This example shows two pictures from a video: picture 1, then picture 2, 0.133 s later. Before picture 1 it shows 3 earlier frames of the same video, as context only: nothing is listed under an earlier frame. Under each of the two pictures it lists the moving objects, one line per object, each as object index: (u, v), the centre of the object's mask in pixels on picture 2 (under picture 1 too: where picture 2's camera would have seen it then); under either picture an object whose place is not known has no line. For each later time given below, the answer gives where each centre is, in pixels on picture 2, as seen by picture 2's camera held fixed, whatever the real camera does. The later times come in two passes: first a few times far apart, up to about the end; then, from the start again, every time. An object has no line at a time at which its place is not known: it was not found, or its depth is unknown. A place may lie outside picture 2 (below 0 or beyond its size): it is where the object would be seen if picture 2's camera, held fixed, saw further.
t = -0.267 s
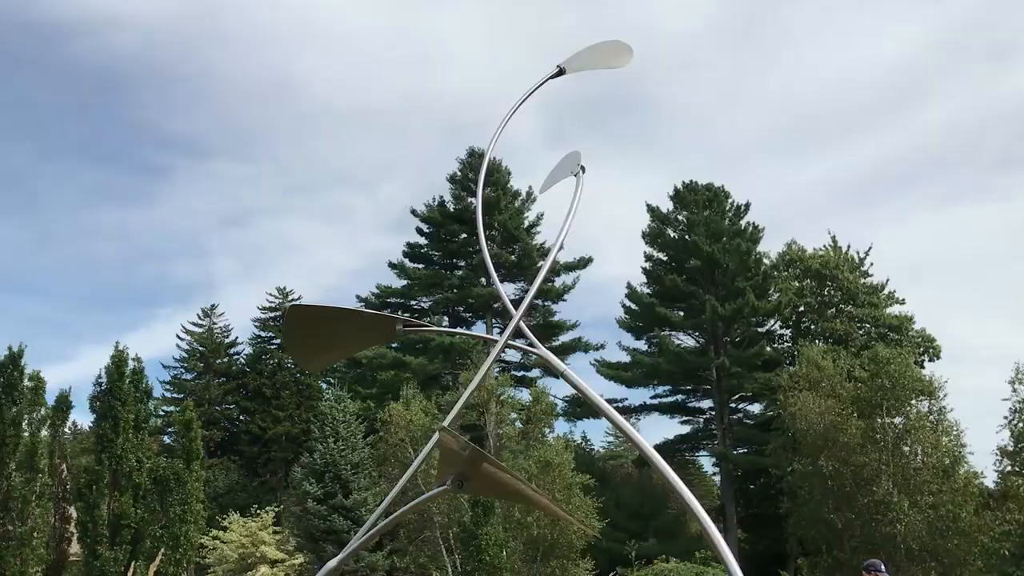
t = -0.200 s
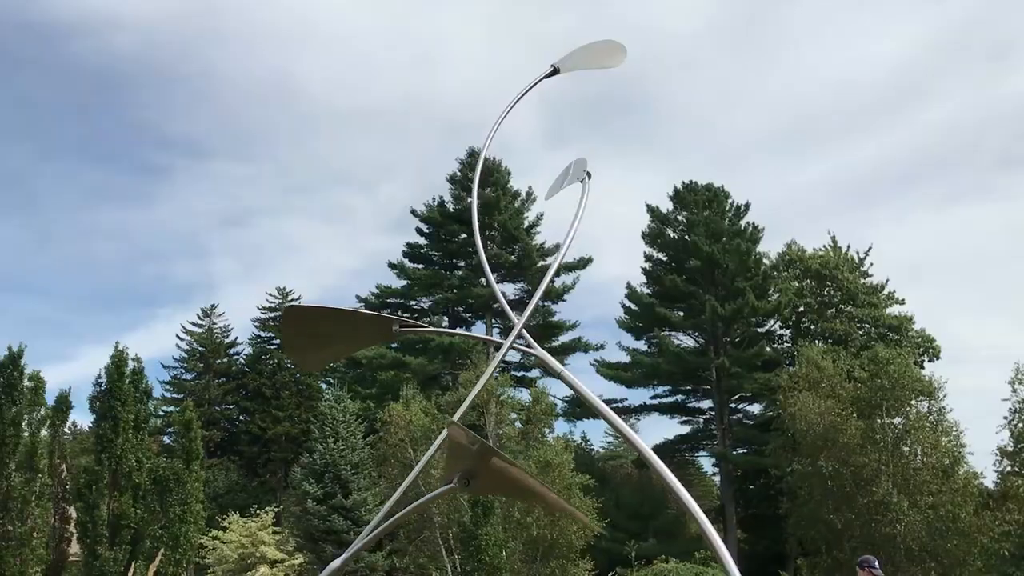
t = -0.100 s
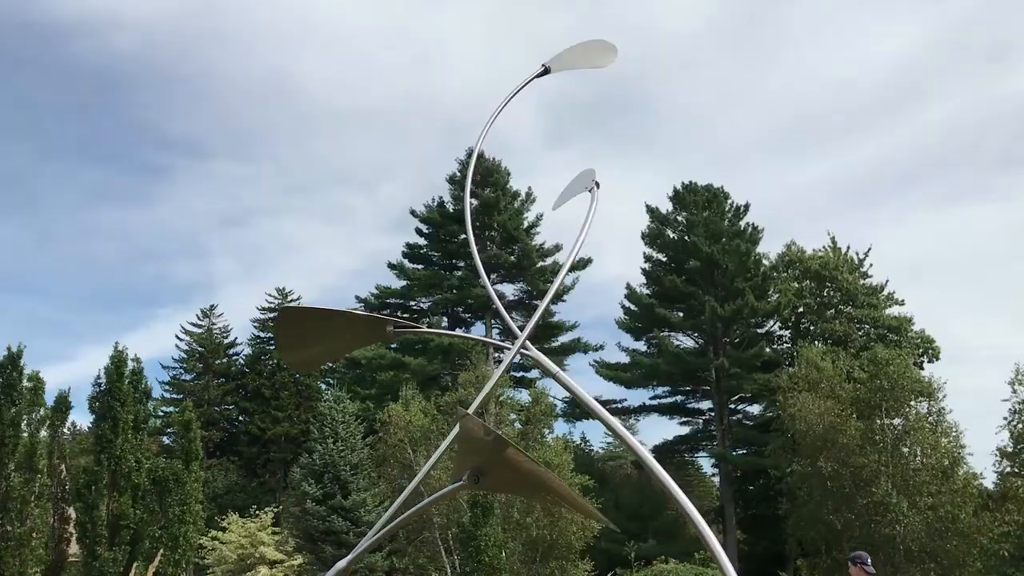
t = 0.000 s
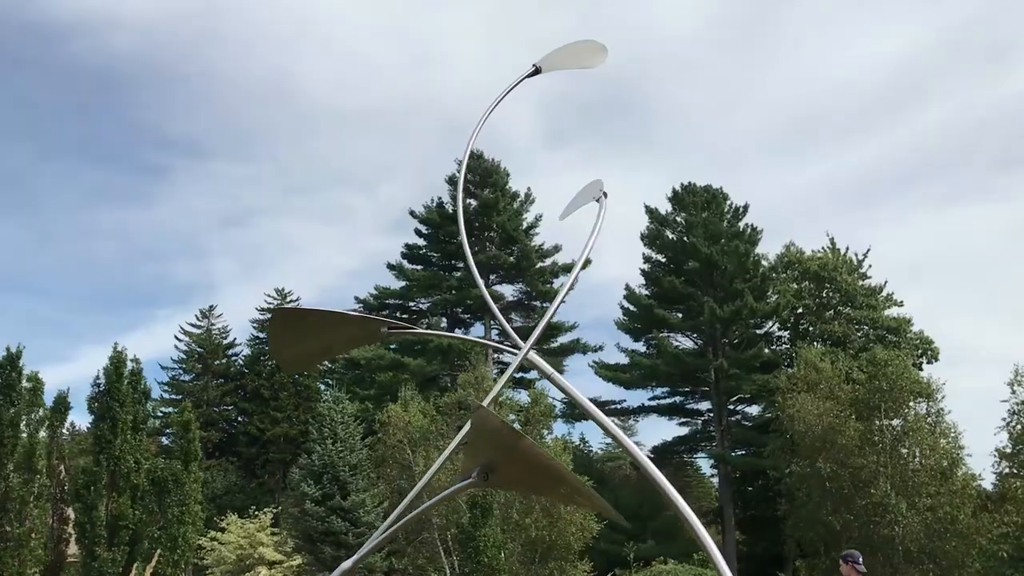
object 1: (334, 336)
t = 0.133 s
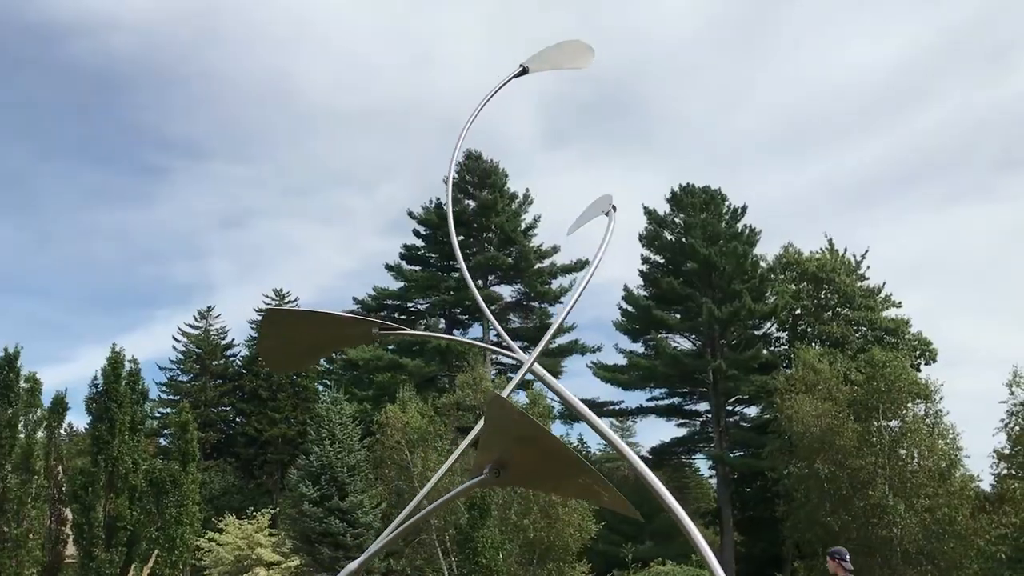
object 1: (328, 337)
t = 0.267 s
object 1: (319, 336)
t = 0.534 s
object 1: (304, 336)
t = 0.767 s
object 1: (292, 335)
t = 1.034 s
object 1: (277, 334)
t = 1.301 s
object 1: (261, 331)
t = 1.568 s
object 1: (249, 328)
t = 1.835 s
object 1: (238, 325)
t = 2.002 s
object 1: (232, 322)
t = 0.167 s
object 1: (327, 336)
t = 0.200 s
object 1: (325, 336)
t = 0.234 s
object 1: (323, 336)
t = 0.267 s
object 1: (319, 336)
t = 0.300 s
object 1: (313, 336)
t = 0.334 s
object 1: (316, 337)
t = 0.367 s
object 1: (313, 336)
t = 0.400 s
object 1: (312, 336)
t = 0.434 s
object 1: (310, 336)
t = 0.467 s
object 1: (308, 336)
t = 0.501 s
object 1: (305, 336)
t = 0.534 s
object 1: (304, 336)
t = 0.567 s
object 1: (302, 336)
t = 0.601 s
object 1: (301, 336)
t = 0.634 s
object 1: (297, 336)
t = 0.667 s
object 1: (297, 336)
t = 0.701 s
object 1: (295, 336)
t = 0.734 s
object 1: (294, 336)
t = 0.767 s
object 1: (292, 335)
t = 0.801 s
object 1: (290, 335)
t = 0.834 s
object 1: (287, 335)
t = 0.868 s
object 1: (286, 335)
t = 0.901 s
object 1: (283, 335)
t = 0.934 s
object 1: (281, 335)
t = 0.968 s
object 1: (280, 335)
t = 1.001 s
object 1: (278, 334)
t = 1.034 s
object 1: (277, 334)
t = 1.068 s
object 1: (274, 334)
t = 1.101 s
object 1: (271, 334)
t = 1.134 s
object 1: (269, 334)
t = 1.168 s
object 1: (268, 333)
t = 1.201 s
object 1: (266, 333)
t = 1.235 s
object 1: (264, 332)
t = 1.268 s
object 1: (262, 332)
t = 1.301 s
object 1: (261, 331)
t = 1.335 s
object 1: (260, 331)
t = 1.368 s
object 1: (258, 331)
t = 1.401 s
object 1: (256, 330)
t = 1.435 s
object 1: (254, 330)
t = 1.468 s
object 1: (253, 329)
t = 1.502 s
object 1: (251, 329)
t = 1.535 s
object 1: (250, 329)
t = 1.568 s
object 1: (249, 328)
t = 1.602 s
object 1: (248, 328)
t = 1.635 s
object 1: (246, 328)
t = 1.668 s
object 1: (244, 328)
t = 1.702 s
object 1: (243, 327)
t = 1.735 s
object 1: (242, 326)
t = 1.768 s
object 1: (240, 326)
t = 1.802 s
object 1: (239, 325)
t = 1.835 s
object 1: (238, 325)
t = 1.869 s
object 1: (237, 324)
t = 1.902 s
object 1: (236, 324)
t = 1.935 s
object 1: (234, 323)
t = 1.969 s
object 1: (233, 323)
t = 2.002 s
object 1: (232, 322)
